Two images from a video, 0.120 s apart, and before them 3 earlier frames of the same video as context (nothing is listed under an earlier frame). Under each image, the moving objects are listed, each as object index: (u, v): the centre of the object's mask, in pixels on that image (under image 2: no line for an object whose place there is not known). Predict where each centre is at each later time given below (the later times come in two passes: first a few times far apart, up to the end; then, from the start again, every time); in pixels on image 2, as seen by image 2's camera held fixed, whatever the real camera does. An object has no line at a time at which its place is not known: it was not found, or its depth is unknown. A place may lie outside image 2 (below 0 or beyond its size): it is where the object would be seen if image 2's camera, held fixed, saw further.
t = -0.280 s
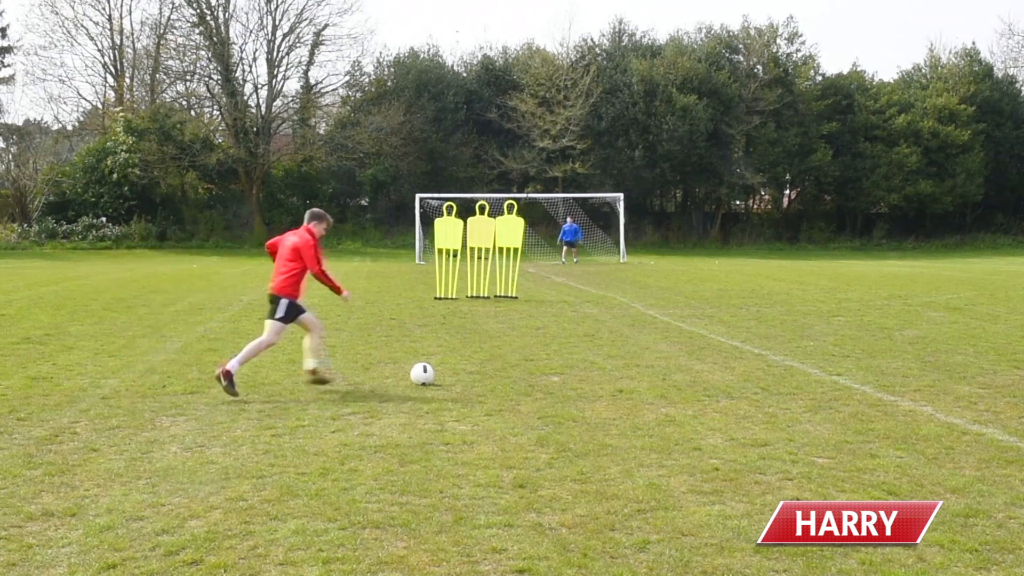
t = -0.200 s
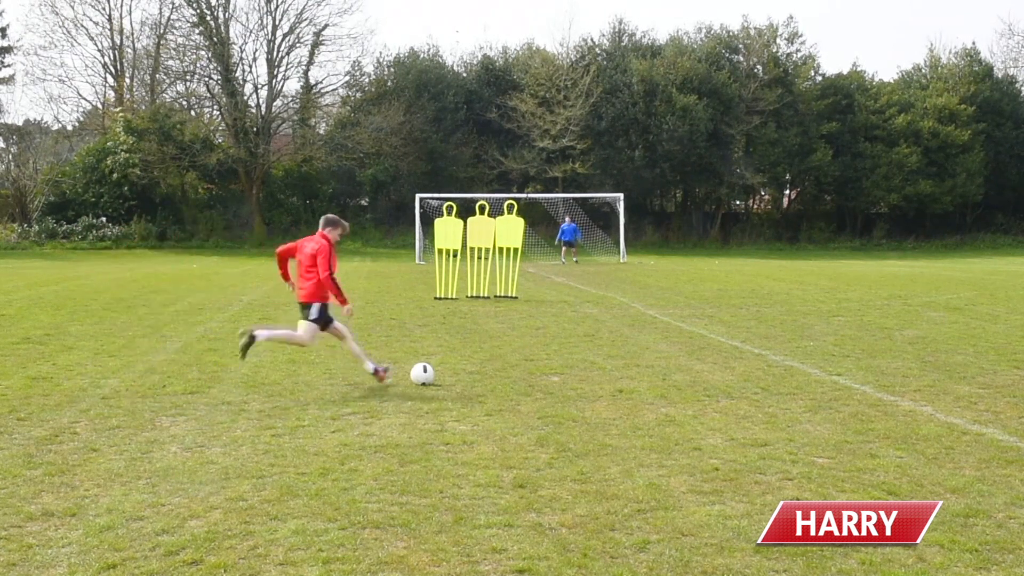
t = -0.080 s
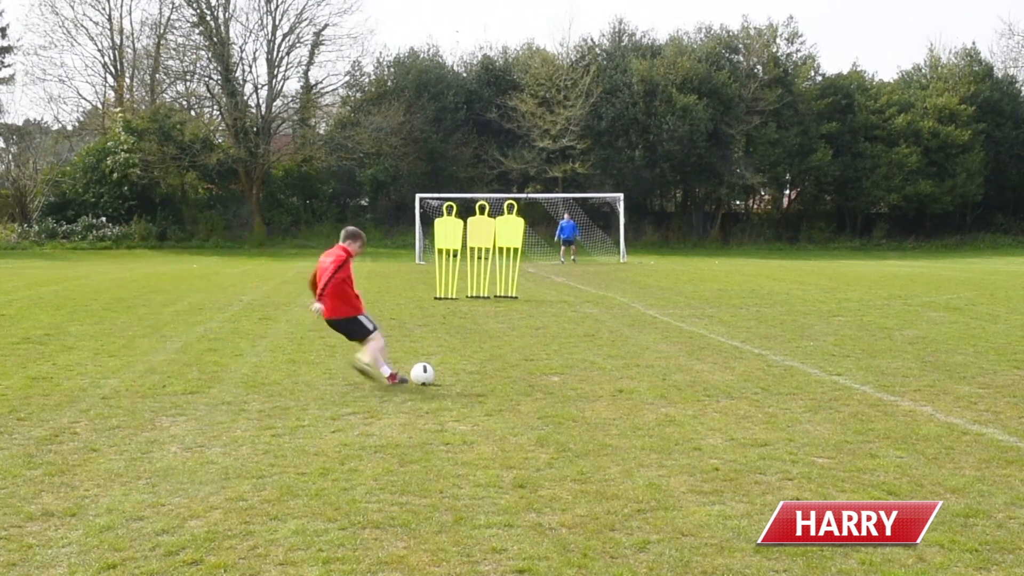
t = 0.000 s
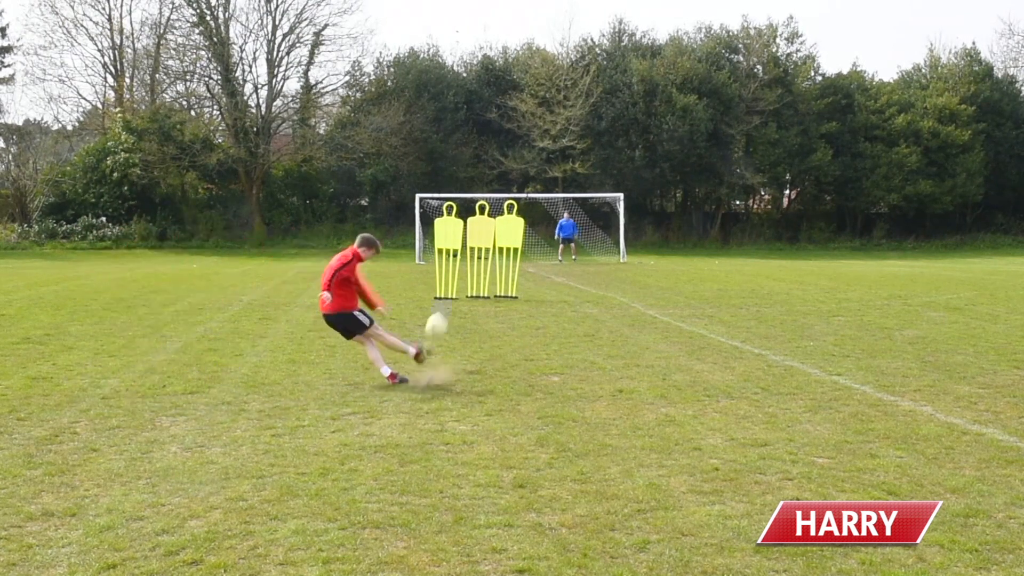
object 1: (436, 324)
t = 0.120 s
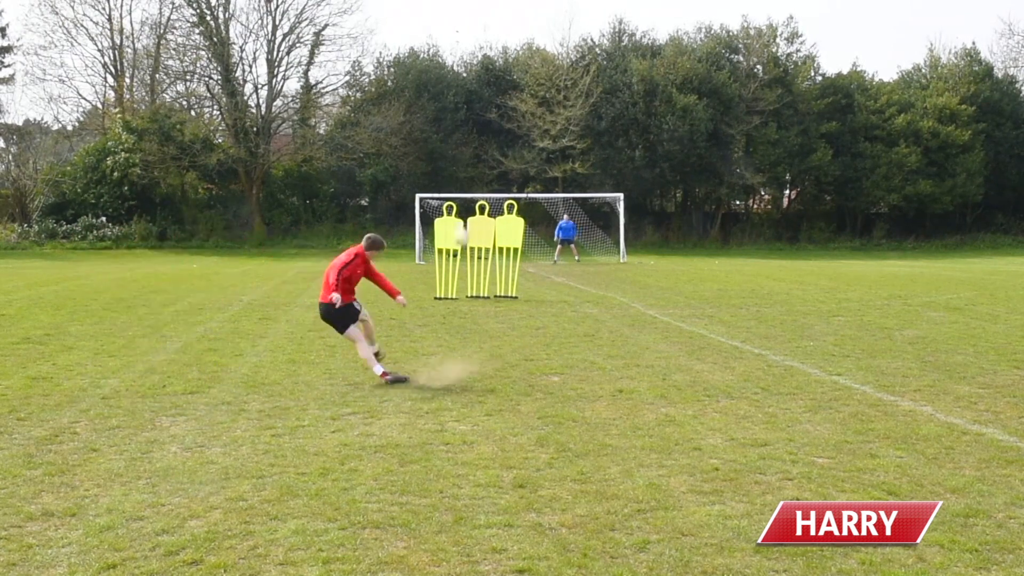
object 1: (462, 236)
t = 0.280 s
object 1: (476, 173)
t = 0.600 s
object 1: (480, 139)
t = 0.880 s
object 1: (473, 151)
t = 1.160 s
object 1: (464, 181)
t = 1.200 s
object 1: (463, 189)
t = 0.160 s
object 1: (466, 219)
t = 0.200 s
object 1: (470, 199)
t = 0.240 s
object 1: (473, 187)
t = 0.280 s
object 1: (476, 173)
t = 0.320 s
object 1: (478, 165)
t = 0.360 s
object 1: (479, 159)
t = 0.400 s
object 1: (480, 152)
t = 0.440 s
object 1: (480, 148)
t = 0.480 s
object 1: (481, 143)
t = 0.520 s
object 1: (481, 141)
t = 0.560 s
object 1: (481, 140)
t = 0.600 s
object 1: (480, 139)
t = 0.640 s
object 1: (479, 139)
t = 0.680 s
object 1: (478, 139)
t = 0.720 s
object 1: (477, 140)
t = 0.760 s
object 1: (477, 142)
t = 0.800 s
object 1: (475, 145)
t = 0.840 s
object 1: (474, 147)
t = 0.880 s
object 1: (473, 151)
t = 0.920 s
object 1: (472, 153)
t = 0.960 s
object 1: (471, 157)
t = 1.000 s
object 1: (469, 162)
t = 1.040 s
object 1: (468, 166)
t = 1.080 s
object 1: (466, 172)
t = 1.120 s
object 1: (465, 177)
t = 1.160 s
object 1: (464, 181)
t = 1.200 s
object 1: (463, 189)
